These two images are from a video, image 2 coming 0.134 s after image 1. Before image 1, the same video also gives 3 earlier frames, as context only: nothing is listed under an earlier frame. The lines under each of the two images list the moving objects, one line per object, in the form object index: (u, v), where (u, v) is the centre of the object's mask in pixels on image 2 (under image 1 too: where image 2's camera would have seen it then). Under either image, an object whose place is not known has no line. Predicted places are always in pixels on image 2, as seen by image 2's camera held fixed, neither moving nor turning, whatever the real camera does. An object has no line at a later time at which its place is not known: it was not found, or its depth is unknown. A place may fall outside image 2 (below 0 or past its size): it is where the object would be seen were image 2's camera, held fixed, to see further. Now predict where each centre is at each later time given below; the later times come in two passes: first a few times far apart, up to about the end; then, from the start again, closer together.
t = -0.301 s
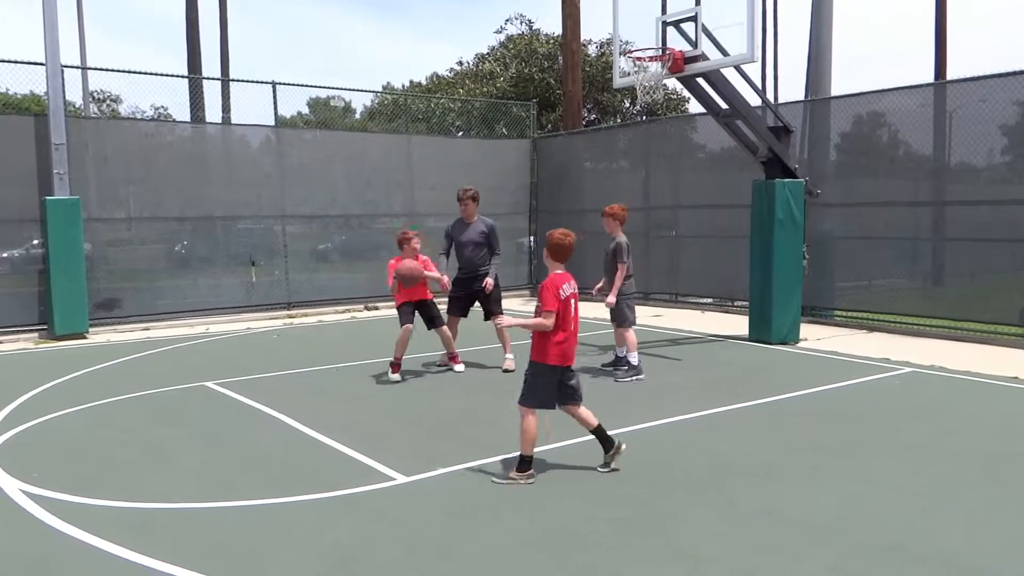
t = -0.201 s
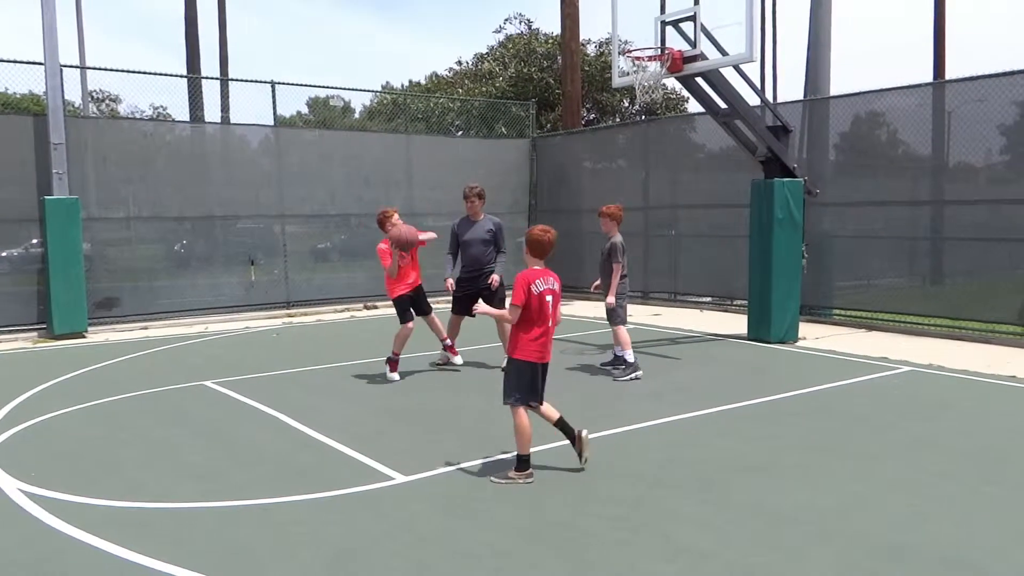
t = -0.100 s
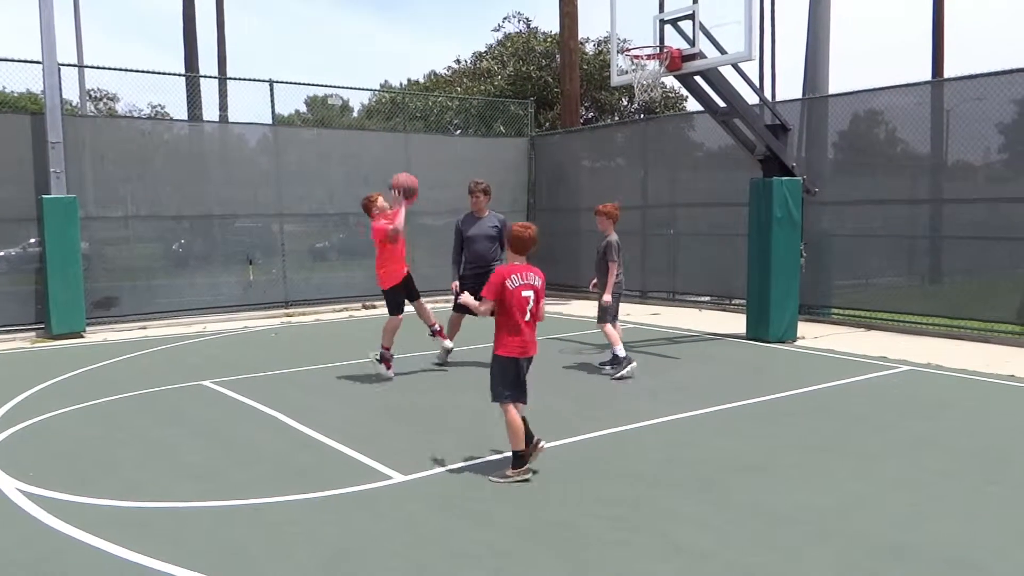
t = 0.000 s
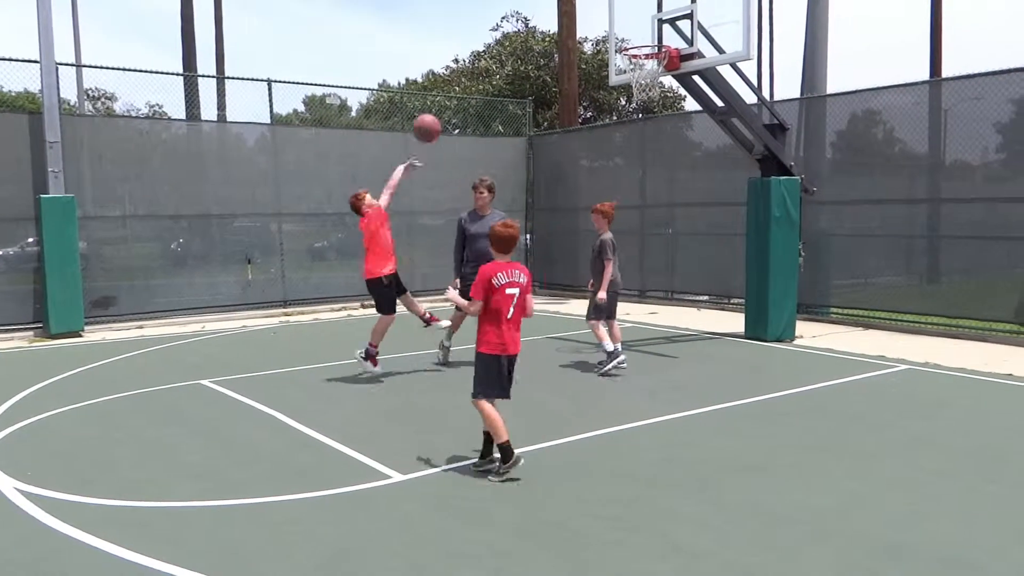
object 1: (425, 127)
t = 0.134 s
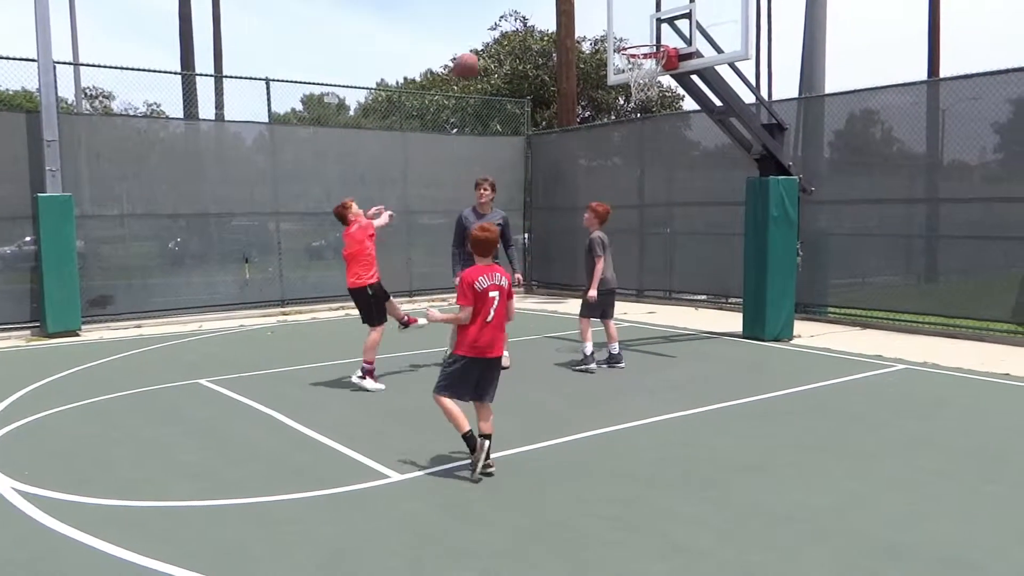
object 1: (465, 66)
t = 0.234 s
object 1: (497, 35)
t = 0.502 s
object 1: (573, 11)
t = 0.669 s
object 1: (614, 35)
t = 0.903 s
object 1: (610, 74)
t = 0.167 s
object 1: (477, 55)
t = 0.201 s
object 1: (487, 44)
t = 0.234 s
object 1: (497, 35)
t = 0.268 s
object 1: (508, 28)
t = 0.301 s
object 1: (517, 22)
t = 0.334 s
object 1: (527, 17)
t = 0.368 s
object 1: (536, 13)
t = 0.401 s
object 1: (546, 12)
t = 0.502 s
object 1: (573, 11)
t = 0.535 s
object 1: (581, 13)
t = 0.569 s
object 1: (589, 17)
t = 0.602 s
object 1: (598, 22)
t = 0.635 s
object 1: (606, 28)
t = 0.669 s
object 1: (614, 35)
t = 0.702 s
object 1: (622, 41)
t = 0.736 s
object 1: (626, 45)
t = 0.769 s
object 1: (630, 54)
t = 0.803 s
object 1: (628, 60)
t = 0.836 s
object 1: (621, 63)
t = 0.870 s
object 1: (616, 68)
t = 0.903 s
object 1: (610, 74)
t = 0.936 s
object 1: (604, 79)
